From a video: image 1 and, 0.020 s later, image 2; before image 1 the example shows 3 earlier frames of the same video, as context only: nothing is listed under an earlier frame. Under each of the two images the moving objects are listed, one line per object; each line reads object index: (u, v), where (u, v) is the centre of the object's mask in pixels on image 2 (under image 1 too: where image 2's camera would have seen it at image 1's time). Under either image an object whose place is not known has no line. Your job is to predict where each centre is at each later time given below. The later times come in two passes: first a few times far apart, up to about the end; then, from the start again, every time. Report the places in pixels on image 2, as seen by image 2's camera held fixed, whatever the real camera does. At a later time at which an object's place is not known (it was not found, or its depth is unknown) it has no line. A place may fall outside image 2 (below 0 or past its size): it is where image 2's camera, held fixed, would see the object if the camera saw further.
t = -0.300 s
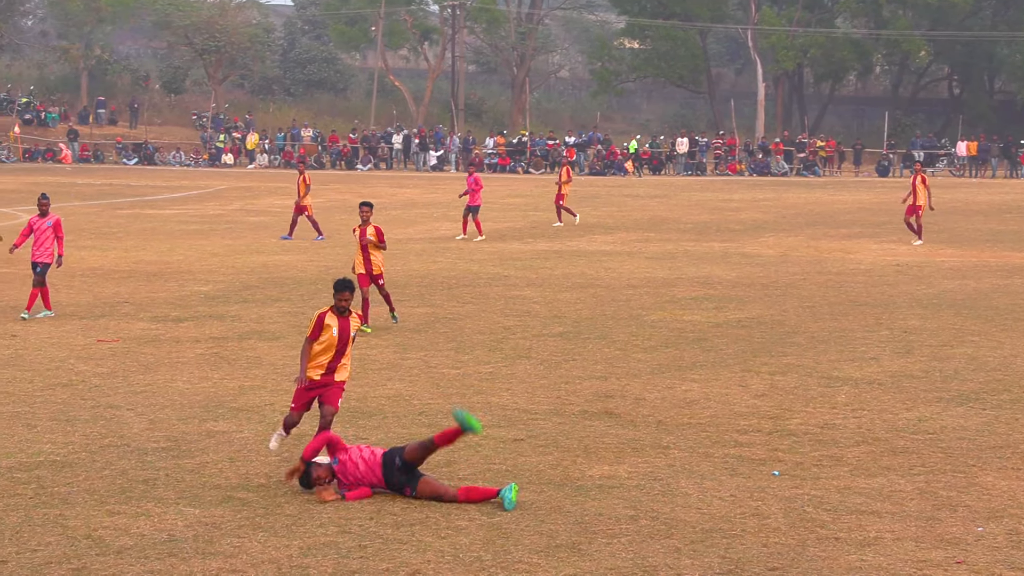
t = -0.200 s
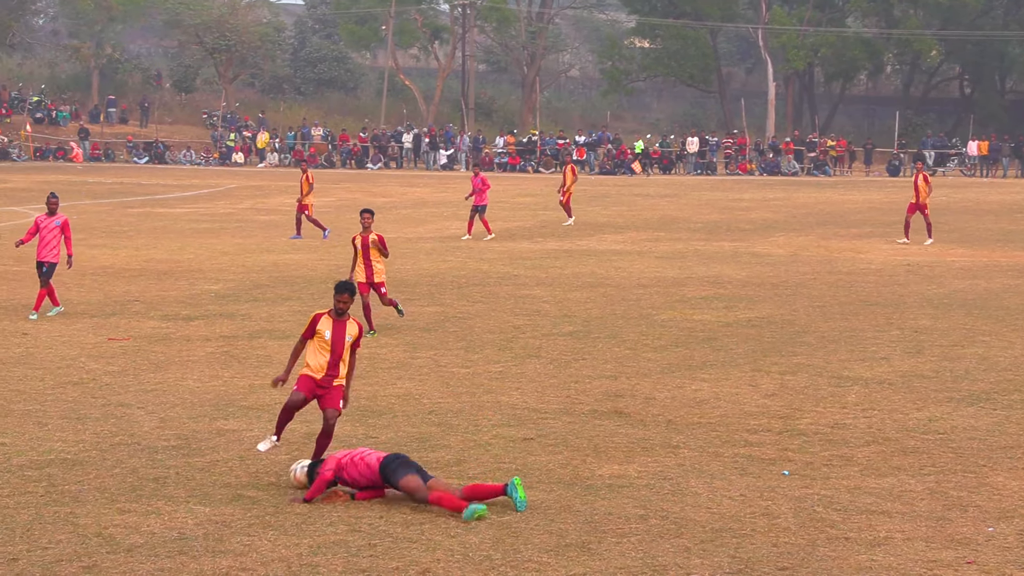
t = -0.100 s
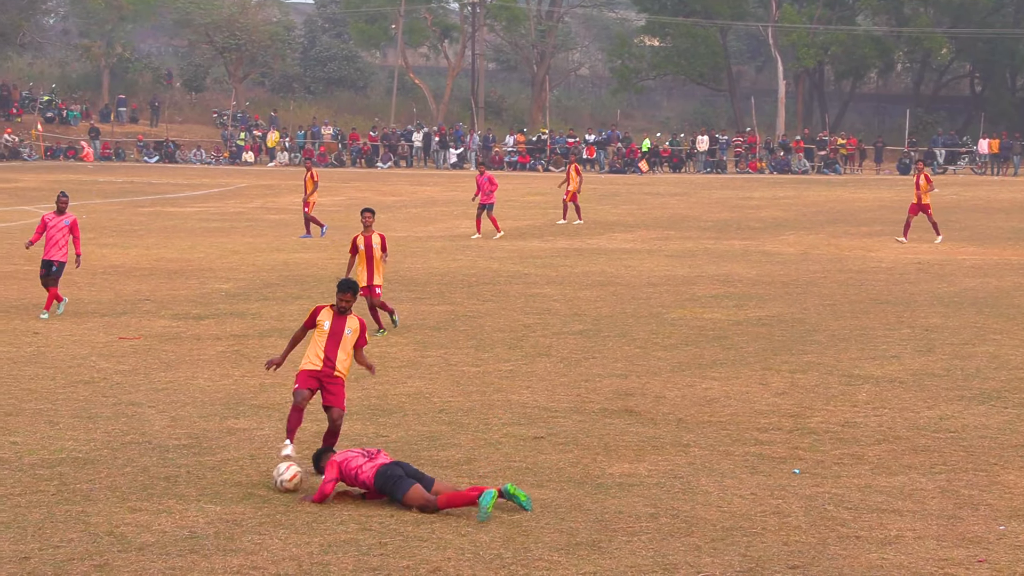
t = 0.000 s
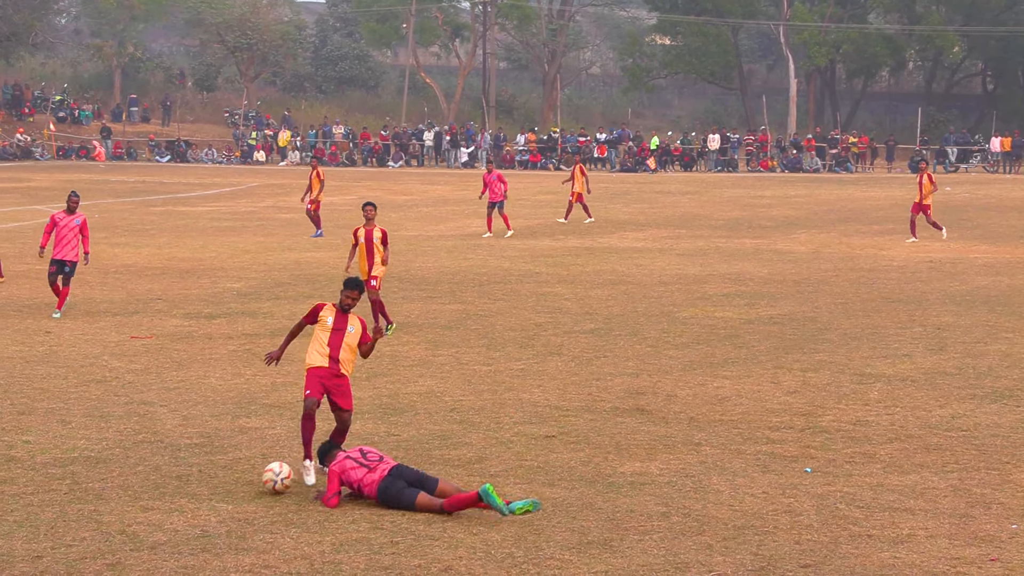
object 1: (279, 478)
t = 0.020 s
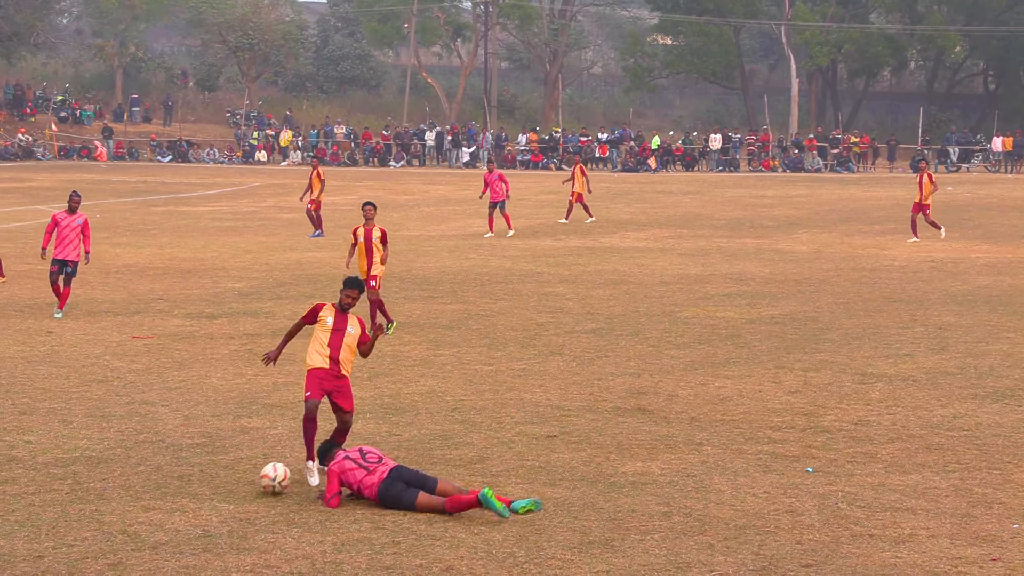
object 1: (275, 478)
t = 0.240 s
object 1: (232, 489)
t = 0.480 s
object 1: (189, 498)
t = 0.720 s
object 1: (149, 507)
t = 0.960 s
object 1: (111, 517)
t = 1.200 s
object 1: (74, 526)
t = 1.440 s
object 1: (40, 534)
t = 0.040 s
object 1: (271, 479)
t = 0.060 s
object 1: (267, 480)
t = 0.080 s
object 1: (263, 483)
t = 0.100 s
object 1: (259, 485)
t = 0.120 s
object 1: (255, 485)
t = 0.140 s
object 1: (251, 485)
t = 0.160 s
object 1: (247, 486)
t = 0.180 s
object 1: (243, 487)
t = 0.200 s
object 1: (239, 488)
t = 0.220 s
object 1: (235, 489)
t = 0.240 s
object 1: (232, 489)
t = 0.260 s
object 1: (228, 491)
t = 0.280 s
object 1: (224, 491)
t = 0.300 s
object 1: (220, 493)
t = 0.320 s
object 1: (216, 493)
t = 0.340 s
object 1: (213, 493)
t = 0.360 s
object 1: (210, 494)
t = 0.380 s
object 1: (206, 494)
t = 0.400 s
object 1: (202, 495)
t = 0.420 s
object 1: (199, 496)
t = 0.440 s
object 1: (196, 497)
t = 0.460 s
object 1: (192, 498)
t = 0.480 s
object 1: (189, 498)
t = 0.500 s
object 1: (186, 498)
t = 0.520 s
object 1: (182, 499)
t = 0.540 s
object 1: (179, 500)
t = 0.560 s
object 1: (175, 501)
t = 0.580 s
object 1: (172, 503)
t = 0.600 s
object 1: (168, 504)
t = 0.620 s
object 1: (165, 504)
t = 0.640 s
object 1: (162, 504)
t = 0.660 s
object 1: (159, 504)
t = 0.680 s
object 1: (156, 504)
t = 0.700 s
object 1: (152, 506)
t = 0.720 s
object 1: (149, 507)
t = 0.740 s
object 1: (146, 508)
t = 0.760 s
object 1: (142, 510)
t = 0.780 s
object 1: (140, 510)
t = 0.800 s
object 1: (136, 510)
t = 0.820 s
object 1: (133, 510)
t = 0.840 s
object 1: (130, 510)
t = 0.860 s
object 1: (127, 511)
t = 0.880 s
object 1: (123, 513)
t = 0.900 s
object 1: (120, 514)
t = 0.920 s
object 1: (116, 516)
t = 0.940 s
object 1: (114, 517)
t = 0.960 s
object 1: (111, 517)
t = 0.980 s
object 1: (107, 518)
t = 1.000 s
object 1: (104, 518)
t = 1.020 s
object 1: (101, 519)
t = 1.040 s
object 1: (98, 520)
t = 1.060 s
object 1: (95, 521)
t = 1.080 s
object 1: (92, 521)
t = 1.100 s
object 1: (89, 521)
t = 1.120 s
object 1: (86, 522)
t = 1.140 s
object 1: (83, 523)
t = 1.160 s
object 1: (81, 524)
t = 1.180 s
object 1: (77, 525)
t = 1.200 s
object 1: (74, 526)
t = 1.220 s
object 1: (71, 526)
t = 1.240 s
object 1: (68, 527)
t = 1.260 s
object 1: (65, 528)
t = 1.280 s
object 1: (63, 529)
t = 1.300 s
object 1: (60, 529)
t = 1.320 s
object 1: (57, 530)
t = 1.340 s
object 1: (55, 531)
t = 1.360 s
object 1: (51, 531)
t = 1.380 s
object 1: (49, 531)
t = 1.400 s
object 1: (46, 532)
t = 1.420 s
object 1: (43, 533)
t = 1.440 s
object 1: (40, 534)
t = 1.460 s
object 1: (38, 534)
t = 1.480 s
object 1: (36, 534)
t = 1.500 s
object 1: (33, 534)
